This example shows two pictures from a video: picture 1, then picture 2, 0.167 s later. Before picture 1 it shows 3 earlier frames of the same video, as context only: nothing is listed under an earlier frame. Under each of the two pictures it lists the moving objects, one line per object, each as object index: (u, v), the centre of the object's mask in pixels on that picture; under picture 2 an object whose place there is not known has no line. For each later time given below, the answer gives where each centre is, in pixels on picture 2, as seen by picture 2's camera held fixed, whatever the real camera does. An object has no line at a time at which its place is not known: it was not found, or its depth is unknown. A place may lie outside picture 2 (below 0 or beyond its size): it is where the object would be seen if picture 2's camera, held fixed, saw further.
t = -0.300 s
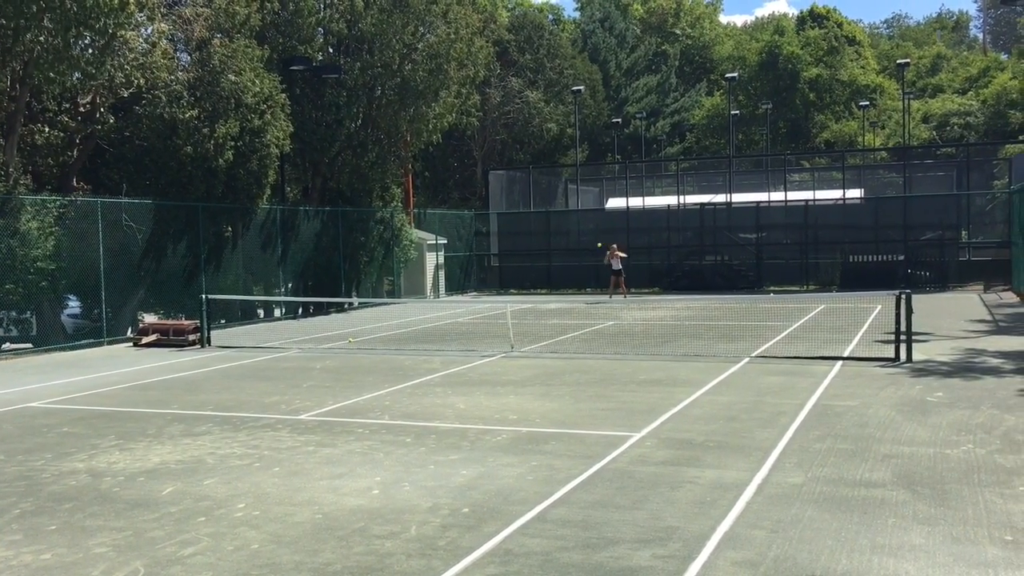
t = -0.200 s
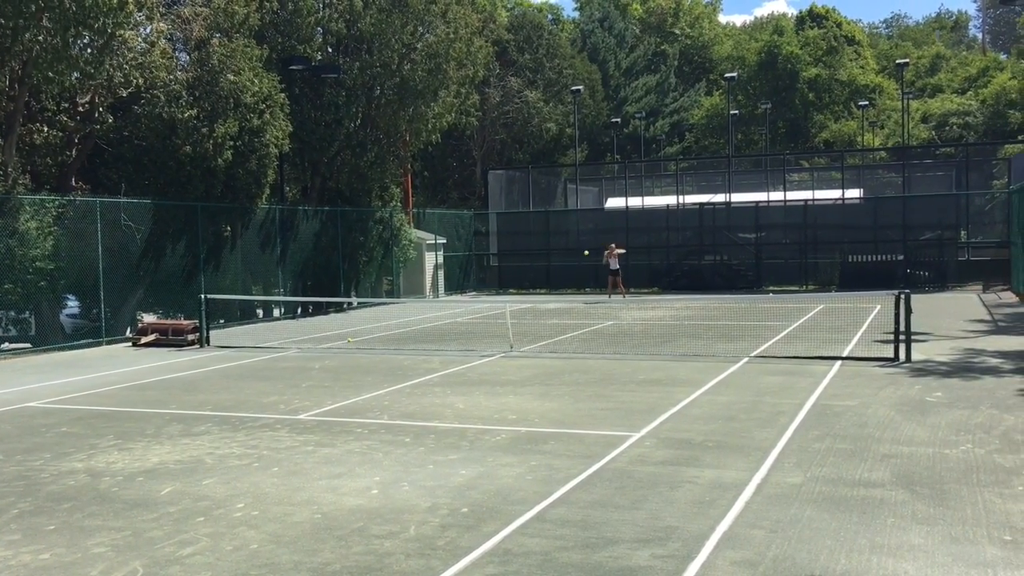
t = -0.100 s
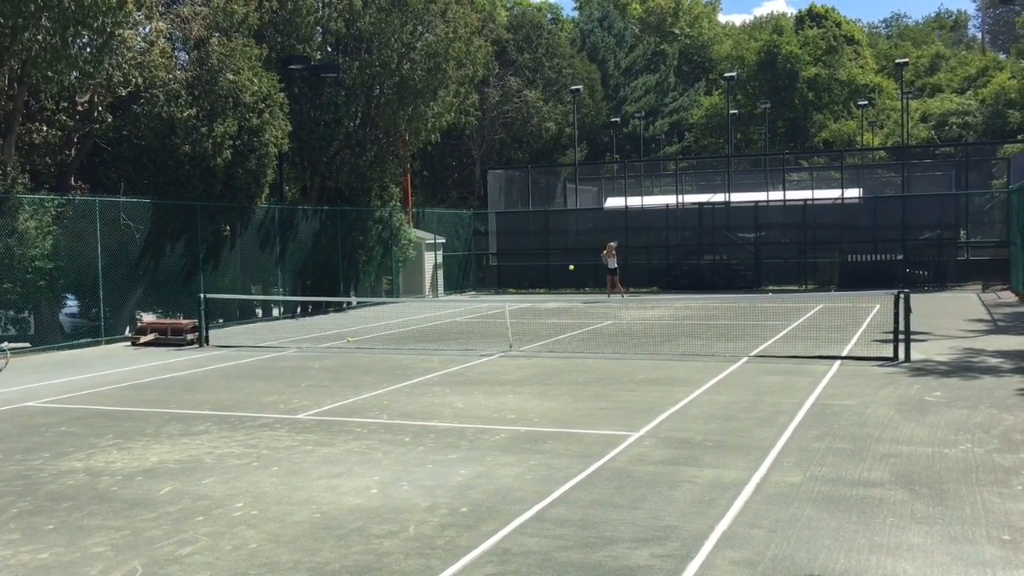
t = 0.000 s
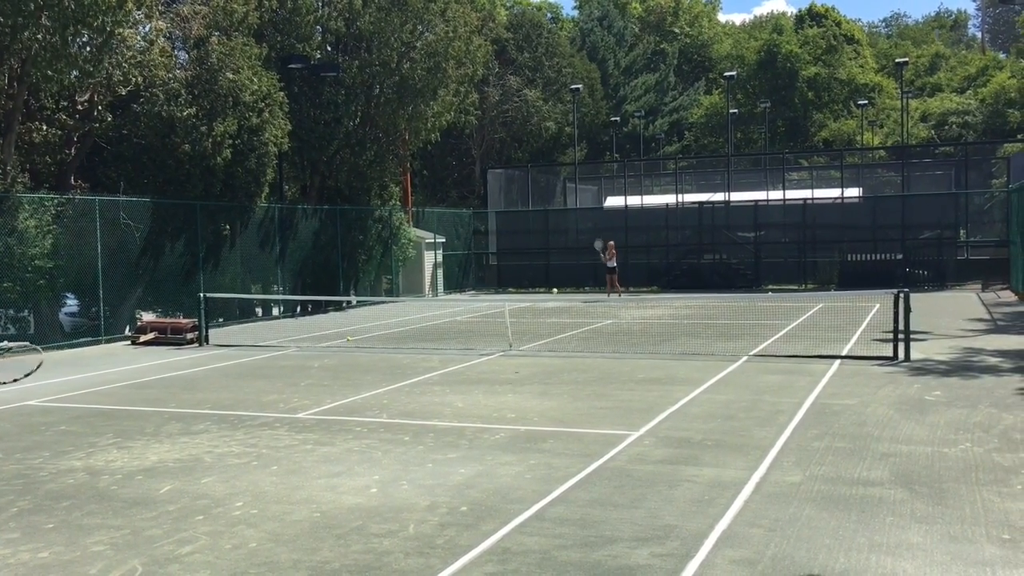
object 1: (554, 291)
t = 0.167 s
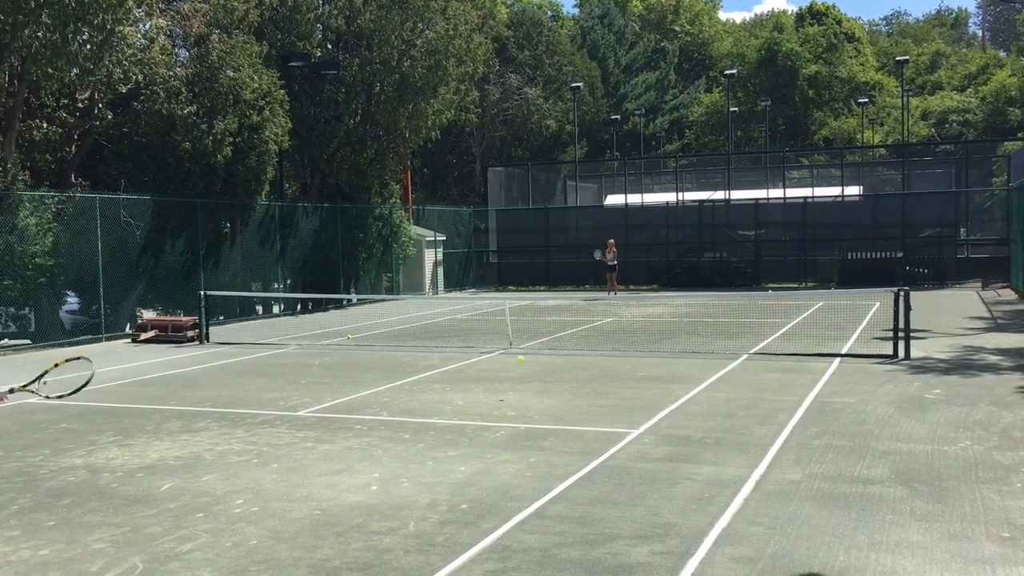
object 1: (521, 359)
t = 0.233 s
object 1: (503, 402)
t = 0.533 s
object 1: (437, 353)
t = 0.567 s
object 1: (427, 351)
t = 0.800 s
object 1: (346, 376)
